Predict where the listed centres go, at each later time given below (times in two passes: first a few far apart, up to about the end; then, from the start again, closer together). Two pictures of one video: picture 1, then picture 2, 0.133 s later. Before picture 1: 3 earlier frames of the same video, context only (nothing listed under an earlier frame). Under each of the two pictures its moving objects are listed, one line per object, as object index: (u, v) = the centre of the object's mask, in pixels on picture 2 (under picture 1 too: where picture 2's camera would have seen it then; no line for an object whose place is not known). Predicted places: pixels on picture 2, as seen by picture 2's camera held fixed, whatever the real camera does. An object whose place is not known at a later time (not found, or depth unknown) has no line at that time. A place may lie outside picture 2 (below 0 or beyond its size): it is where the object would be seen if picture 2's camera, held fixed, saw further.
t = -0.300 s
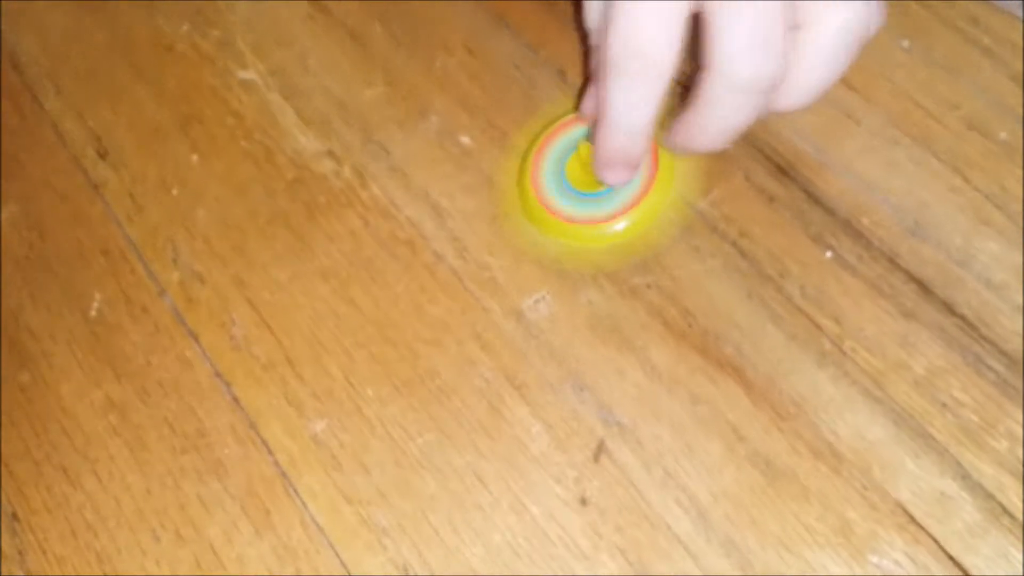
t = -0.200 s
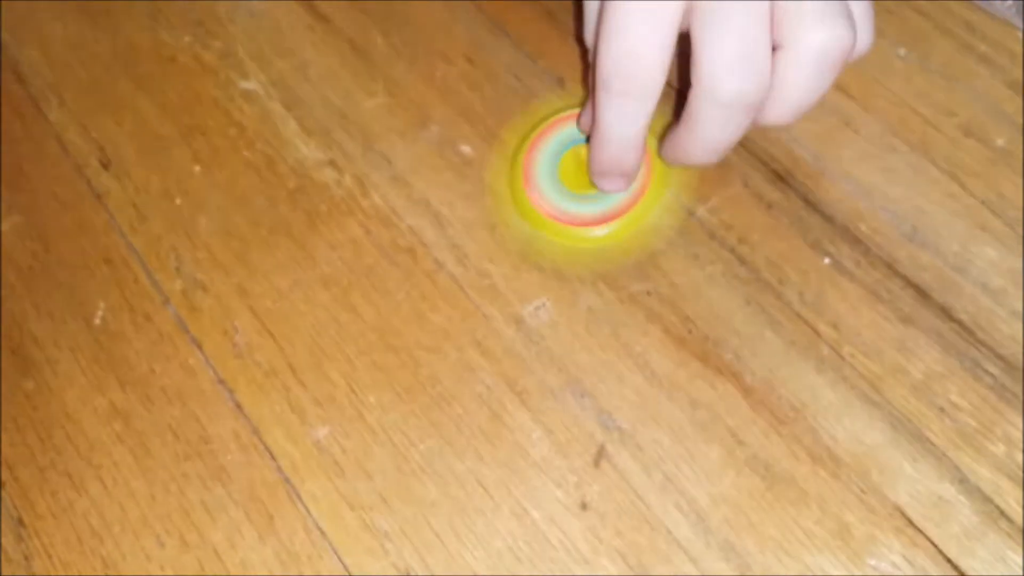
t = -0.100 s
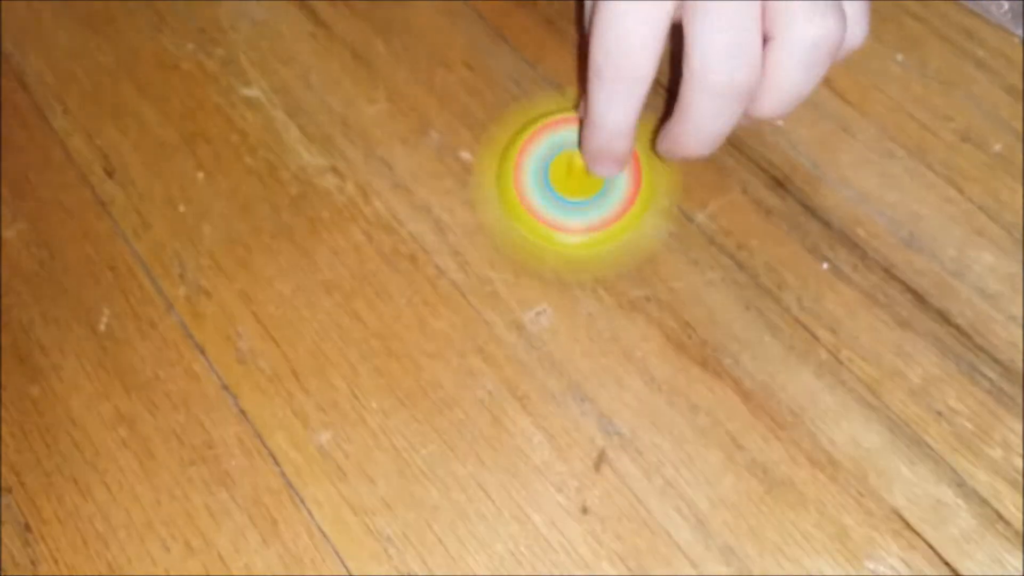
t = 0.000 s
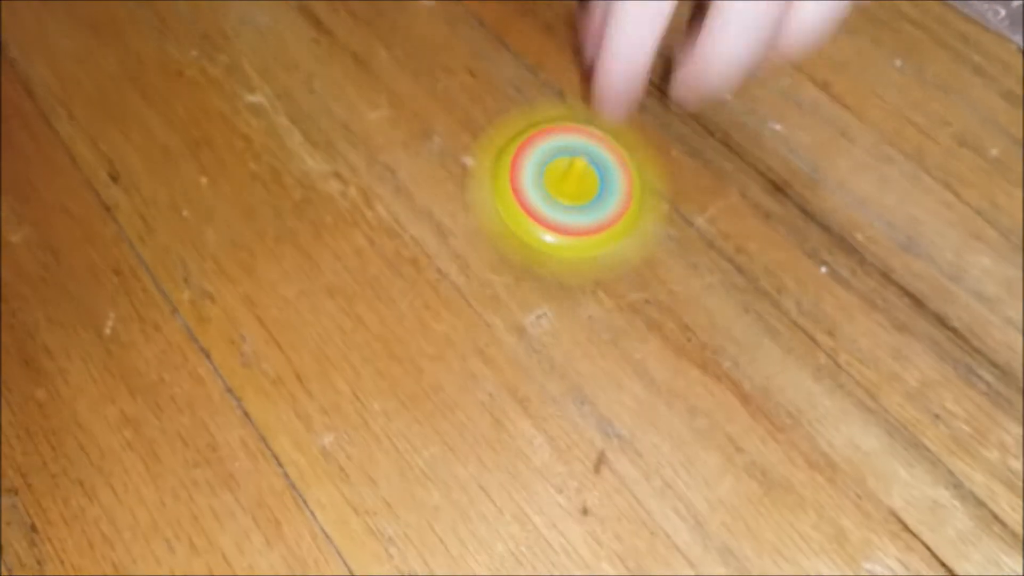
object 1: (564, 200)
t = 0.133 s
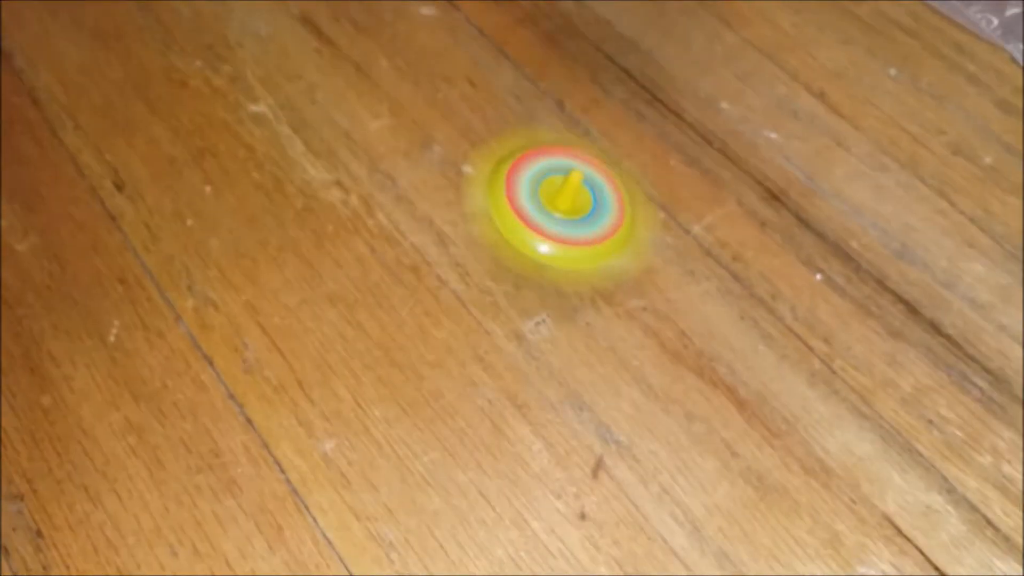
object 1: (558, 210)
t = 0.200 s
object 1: (560, 215)
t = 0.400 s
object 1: (577, 224)
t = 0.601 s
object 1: (592, 214)
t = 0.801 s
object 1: (587, 200)
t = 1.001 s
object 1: (568, 203)
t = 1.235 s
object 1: (567, 217)
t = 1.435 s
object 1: (583, 214)
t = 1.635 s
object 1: (587, 203)
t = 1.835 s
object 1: (573, 196)
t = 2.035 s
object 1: (565, 205)
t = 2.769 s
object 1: (561, 198)
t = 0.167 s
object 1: (558, 213)
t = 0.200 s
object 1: (560, 215)
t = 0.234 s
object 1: (561, 218)
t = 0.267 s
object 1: (564, 221)
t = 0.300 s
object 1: (565, 221)
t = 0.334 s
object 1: (569, 224)
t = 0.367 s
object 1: (572, 223)
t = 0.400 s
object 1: (577, 224)
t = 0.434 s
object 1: (582, 221)
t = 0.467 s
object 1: (585, 222)
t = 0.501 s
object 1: (588, 220)
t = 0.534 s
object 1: (589, 219)
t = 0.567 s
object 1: (591, 216)
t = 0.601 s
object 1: (592, 214)
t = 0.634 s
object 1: (594, 211)
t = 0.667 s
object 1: (593, 208)
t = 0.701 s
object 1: (593, 207)
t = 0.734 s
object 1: (592, 204)
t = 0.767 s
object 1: (588, 203)
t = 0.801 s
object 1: (587, 200)
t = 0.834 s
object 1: (582, 200)
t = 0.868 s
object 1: (581, 199)
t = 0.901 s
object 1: (576, 200)
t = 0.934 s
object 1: (572, 201)
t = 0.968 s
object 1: (569, 200)
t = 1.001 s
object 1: (568, 203)
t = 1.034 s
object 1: (566, 204)
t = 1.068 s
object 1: (563, 208)
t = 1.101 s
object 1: (563, 209)
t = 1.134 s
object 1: (563, 212)
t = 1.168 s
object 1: (565, 212)
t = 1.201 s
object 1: (565, 213)
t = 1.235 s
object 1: (567, 217)
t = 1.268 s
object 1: (570, 216)
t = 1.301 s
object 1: (571, 218)
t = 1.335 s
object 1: (575, 217)
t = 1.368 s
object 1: (576, 217)
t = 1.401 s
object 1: (581, 216)
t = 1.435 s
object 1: (583, 214)
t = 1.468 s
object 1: (586, 214)
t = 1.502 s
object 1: (587, 210)
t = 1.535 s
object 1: (587, 208)
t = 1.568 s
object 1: (589, 205)
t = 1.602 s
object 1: (588, 204)
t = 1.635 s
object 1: (587, 203)
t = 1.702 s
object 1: (583, 200)
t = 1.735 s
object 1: (582, 198)
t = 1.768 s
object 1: (577, 198)
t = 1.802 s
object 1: (574, 197)
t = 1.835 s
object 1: (573, 196)
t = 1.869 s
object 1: (570, 197)
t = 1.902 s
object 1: (569, 196)
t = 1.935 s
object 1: (566, 200)
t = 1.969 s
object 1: (566, 203)
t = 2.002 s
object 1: (565, 203)
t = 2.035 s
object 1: (565, 205)
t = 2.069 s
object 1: (568, 204)
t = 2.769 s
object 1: (561, 198)
